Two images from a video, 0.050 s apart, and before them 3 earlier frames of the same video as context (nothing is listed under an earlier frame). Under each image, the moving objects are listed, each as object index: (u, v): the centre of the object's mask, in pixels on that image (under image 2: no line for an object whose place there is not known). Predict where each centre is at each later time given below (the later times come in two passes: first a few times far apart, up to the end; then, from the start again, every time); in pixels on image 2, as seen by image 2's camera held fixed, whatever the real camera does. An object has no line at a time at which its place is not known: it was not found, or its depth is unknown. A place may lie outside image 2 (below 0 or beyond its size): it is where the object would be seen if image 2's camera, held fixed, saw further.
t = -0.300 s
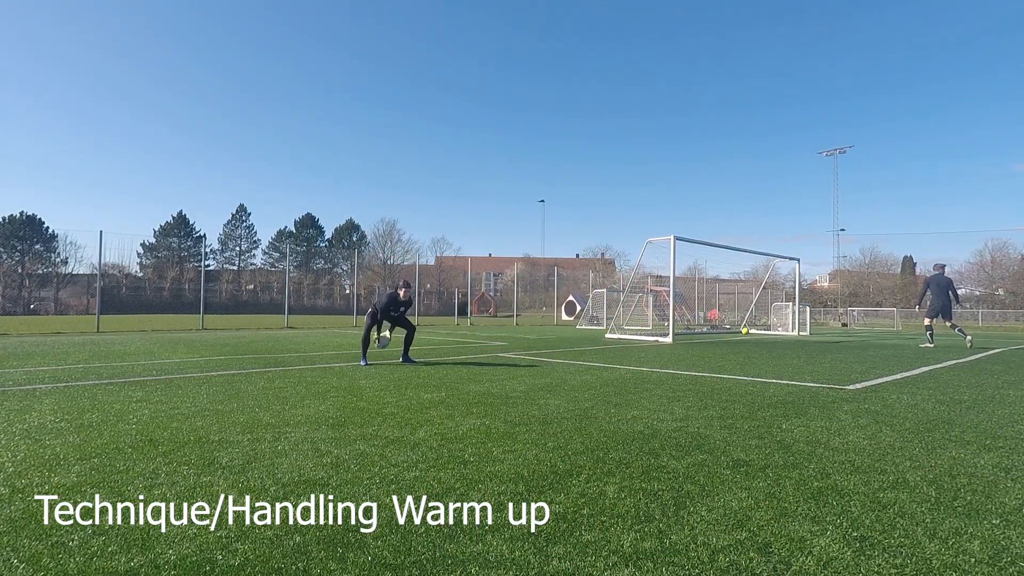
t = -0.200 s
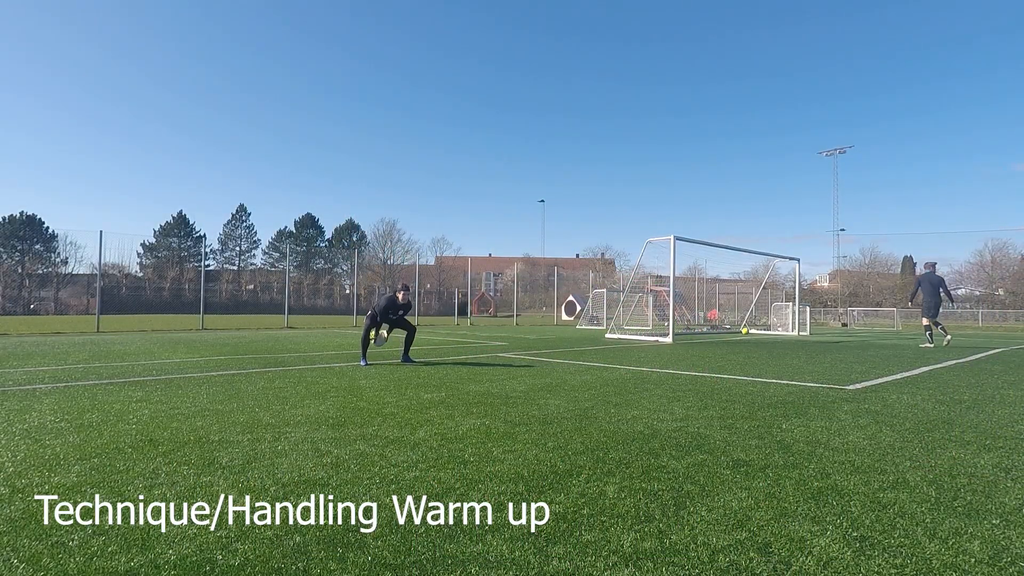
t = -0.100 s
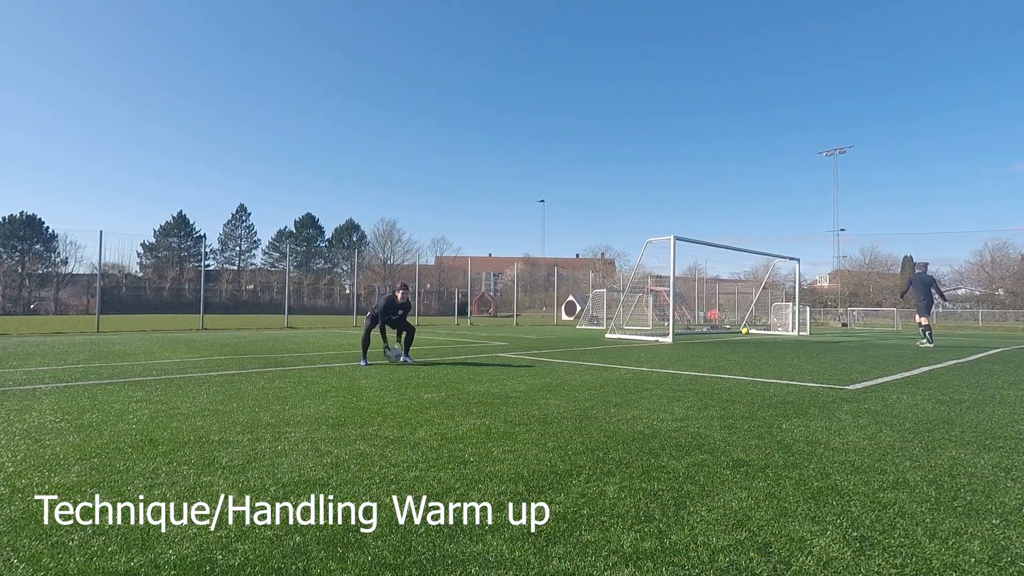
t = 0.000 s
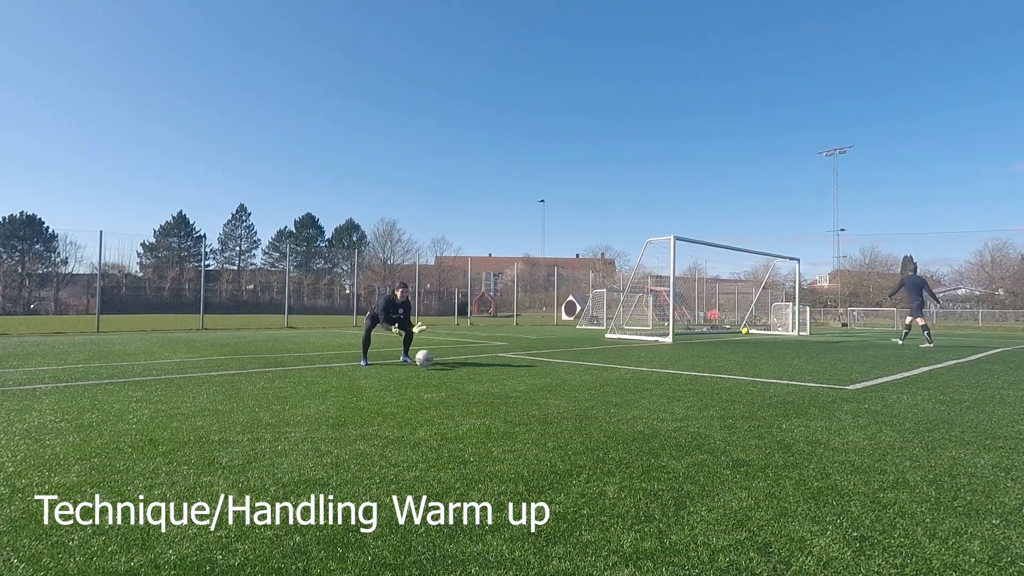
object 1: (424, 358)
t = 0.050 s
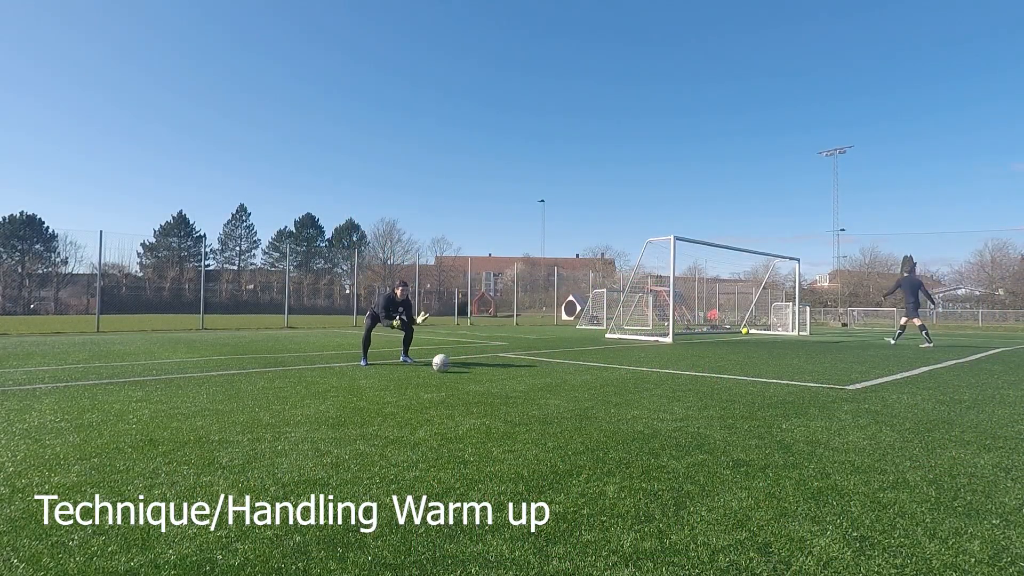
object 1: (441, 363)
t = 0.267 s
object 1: (519, 373)
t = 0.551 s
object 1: (633, 390)
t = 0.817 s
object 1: (770, 408)
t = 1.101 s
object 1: (998, 443)
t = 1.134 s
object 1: (1016, 445)
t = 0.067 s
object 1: (447, 364)
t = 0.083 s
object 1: (453, 365)
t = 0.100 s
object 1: (458, 366)
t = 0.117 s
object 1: (464, 366)
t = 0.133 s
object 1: (470, 367)
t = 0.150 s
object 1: (476, 368)
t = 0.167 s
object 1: (482, 369)
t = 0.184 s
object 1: (489, 370)
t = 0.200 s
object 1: (494, 370)
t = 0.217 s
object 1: (500, 371)
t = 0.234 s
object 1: (506, 371)
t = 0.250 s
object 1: (513, 372)
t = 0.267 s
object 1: (519, 373)
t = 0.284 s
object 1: (525, 375)
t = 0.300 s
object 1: (532, 376)
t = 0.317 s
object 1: (538, 377)
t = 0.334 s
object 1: (544, 377)
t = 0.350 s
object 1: (551, 378)
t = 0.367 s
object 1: (558, 379)
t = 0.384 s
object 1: (565, 380)
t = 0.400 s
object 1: (571, 381)
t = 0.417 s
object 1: (578, 382)
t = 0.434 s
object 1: (585, 382)
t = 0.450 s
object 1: (591, 383)
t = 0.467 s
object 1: (597, 383)
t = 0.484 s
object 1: (604, 384)
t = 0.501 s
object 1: (611, 385)
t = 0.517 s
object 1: (618, 386)
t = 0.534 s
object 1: (626, 388)
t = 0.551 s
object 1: (633, 390)
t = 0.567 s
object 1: (640, 390)
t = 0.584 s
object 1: (647, 391)
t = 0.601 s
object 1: (655, 392)
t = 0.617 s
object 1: (662, 393)
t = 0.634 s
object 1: (670, 395)
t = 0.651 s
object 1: (678, 397)
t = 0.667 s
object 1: (686, 398)
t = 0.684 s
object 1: (694, 397)
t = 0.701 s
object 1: (703, 399)
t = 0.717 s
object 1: (712, 400)
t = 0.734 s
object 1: (721, 401)
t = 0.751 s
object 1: (731, 403)
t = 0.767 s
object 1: (740, 405)
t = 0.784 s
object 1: (750, 406)
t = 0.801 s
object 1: (760, 407)
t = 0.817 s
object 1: (770, 408)
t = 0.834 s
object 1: (780, 409)
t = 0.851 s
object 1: (791, 411)
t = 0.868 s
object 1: (802, 413)
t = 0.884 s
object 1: (814, 416)
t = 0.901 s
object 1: (825, 418)
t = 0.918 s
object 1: (837, 419)
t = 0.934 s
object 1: (850, 420)
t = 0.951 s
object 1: (863, 422)
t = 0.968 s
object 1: (875, 423)
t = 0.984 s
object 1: (889, 426)
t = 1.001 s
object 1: (903, 429)
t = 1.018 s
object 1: (918, 431)
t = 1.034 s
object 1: (933, 432)
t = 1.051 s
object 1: (948, 434)
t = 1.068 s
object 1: (964, 437)
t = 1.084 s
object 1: (981, 440)
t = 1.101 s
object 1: (998, 443)
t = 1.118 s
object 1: (1007, 445)
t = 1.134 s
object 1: (1016, 445)
